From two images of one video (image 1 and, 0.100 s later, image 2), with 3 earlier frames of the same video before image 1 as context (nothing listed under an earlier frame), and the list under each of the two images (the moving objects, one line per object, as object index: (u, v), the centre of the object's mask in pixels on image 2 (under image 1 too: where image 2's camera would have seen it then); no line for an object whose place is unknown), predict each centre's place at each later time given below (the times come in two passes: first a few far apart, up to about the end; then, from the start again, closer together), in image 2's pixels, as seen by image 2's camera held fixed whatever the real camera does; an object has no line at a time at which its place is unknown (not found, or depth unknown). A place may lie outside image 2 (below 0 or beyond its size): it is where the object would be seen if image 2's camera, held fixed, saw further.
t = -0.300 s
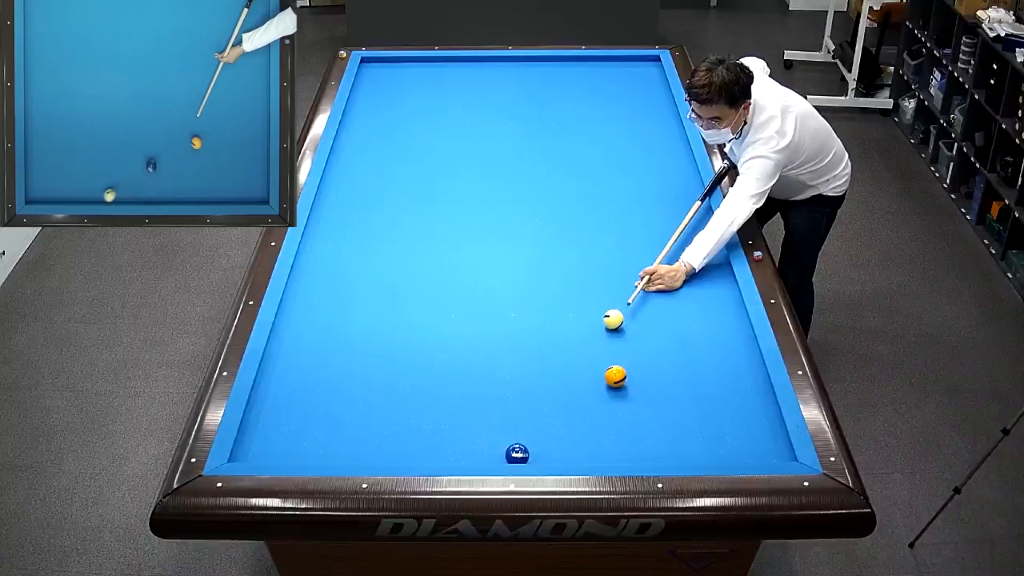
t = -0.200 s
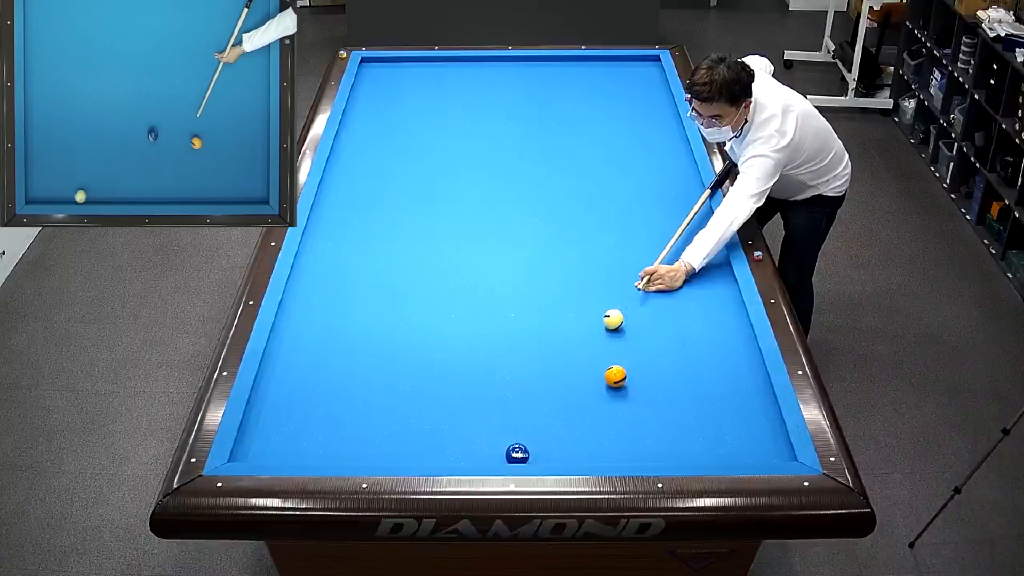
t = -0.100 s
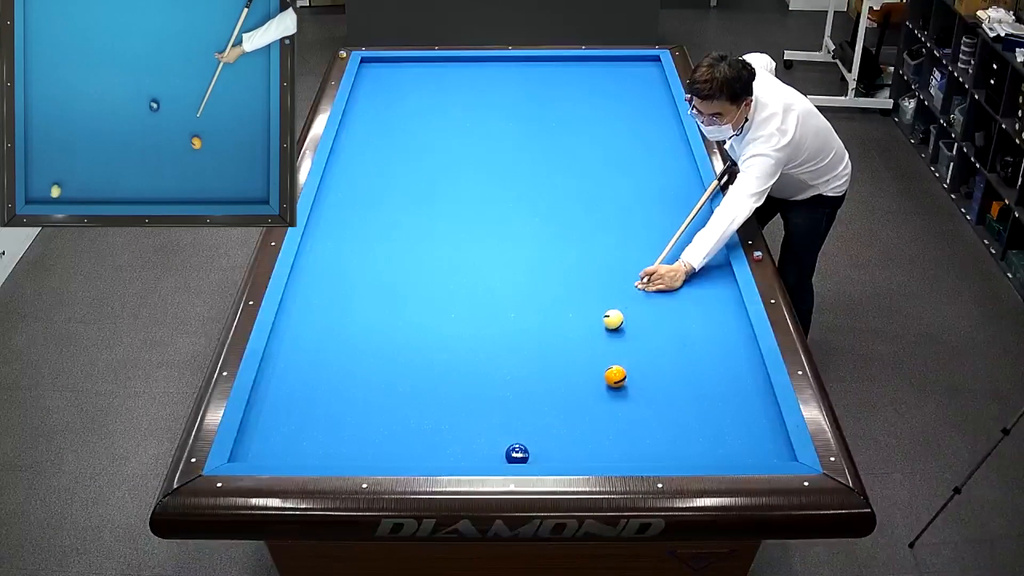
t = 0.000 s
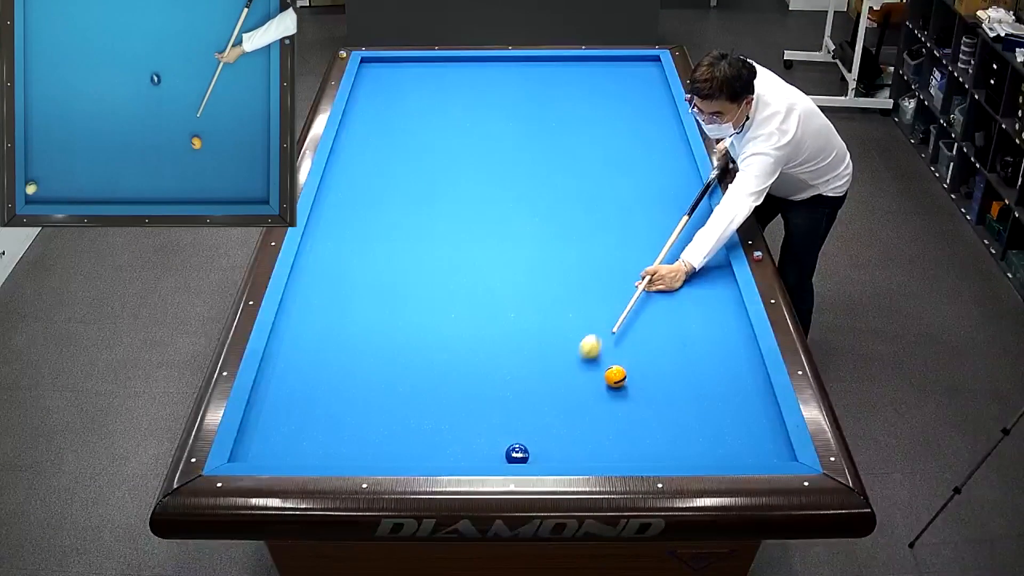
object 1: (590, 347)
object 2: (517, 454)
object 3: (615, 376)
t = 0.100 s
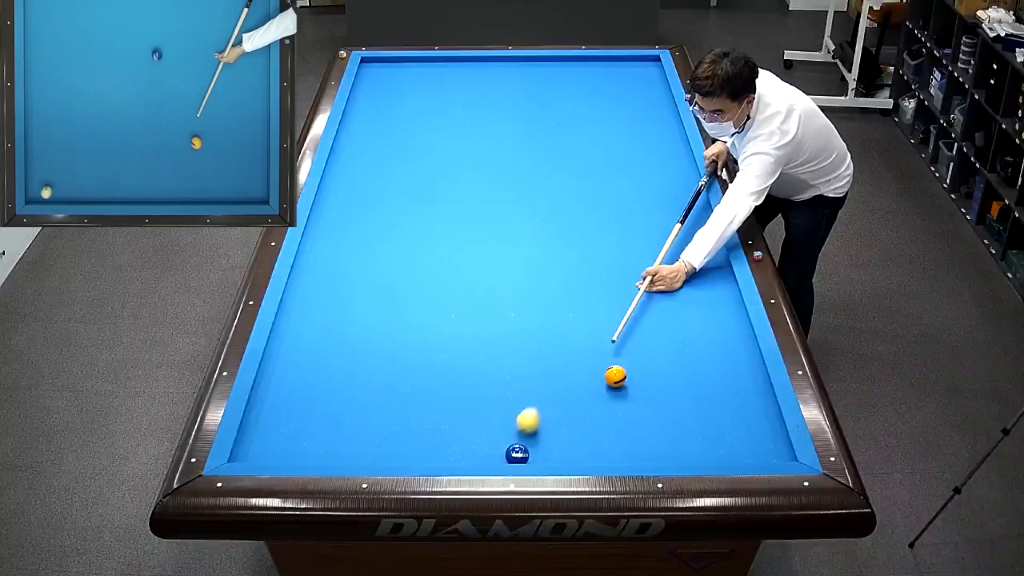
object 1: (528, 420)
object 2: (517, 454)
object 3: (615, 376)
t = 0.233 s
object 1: (428, 451)
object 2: (521, 409)
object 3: (615, 376)
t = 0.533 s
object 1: (254, 441)
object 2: (528, 305)
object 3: (615, 376)
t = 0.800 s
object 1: (334, 455)
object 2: (532, 241)
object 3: (615, 376)
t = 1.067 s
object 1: (409, 448)
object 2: (536, 189)
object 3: (615, 376)
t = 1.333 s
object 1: (481, 438)
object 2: (539, 144)
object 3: (615, 376)
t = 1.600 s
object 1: (549, 429)
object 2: (541, 107)
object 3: (615, 376)
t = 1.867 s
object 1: (615, 420)
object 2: (543, 74)
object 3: (615, 376)
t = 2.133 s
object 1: (677, 411)
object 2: (545, 69)
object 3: (615, 376)
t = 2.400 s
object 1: (738, 402)
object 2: (549, 88)
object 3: (615, 376)
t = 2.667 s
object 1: (743, 390)
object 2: (552, 106)
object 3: (615, 376)
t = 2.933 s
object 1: (708, 376)
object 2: (555, 124)
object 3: (615, 376)
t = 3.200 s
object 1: (676, 362)
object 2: (559, 145)
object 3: (615, 376)
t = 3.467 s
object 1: (645, 349)
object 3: (615, 376)
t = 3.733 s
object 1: (616, 337)
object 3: (615, 376)
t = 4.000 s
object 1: (589, 326)
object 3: (615, 376)
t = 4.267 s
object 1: (563, 315)
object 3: (615, 376)
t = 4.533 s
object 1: (539, 305)
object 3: (615, 376)
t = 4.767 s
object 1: (519, 297)
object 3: (615, 376)
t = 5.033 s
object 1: (497, 288)
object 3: (615, 376)
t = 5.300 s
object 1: (477, 280)
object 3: (615, 376)
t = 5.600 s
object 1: (455, 271)
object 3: (631, 384)
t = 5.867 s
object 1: (438, 263)
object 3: (650, 394)
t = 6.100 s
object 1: (423, 257)
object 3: (667, 403)
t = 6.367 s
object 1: (408, 250)
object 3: (685, 412)
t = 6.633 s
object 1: (393, 244)
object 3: (703, 421)
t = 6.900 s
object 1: (380, 238)
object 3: (720, 429)
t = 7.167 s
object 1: (367, 233)
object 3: (736, 437)
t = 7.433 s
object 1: (355, 229)
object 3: (751, 444)
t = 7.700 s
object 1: (344, 223)
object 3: (766, 450)
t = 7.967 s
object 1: (334, 219)
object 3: (778, 453)
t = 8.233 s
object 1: (325, 215)
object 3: (781, 451)
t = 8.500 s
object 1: (319, 212)
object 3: (776, 450)
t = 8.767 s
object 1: (324, 210)
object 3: (773, 448)
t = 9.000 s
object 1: (329, 208)
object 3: (771, 446)
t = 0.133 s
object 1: (505, 440)
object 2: (518, 456)
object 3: (615, 376)
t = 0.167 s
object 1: (478, 443)
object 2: (519, 441)
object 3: (615, 376)
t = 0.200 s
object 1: (453, 447)
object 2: (520, 425)
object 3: (615, 376)
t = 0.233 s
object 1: (428, 451)
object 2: (521, 409)
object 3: (615, 376)
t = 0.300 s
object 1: (380, 455)
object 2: (524, 381)
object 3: (615, 376)
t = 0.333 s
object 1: (361, 453)
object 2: (524, 368)
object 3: (615, 376)
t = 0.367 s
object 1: (343, 450)
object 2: (525, 356)
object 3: (615, 376)
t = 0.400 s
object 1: (325, 448)
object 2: (526, 345)
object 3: (615, 376)
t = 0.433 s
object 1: (306, 445)
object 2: (526, 334)
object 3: (615, 376)
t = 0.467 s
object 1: (289, 444)
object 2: (527, 324)
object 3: (615, 376)
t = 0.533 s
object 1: (254, 441)
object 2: (528, 305)
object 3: (615, 376)
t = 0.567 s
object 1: (251, 441)
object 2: (529, 297)
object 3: (615, 376)
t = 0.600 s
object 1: (265, 444)
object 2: (529, 288)
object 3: (615, 376)
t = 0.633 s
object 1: (278, 446)
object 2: (530, 280)
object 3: (615, 376)
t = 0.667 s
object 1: (290, 449)
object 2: (530, 272)
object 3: (615, 376)
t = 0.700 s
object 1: (303, 451)
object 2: (531, 264)
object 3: (615, 376)
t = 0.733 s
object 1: (313, 453)
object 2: (531, 256)
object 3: (615, 376)
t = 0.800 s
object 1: (334, 455)
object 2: (532, 241)
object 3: (615, 376)
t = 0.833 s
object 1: (345, 454)
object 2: (532, 234)
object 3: (615, 376)
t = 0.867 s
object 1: (354, 453)
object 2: (533, 227)
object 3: (615, 376)
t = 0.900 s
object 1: (364, 453)
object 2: (533, 221)
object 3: (615, 376)
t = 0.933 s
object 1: (373, 452)
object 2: (534, 214)
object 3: (615, 376)
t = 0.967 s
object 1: (382, 451)
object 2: (534, 207)
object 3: (615, 376)
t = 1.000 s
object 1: (391, 450)
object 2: (534, 201)
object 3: (615, 376)
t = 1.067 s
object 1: (409, 448)
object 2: (536, 189)
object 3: (615, 376)
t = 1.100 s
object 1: (418, 447)
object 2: (536, 183)
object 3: (615, 376)
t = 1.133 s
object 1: (427, 445)
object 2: (536, 177)
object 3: (615, 376)
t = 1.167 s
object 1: (437, 444)
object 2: (537, 172)
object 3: (615, 376)
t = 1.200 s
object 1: (445, 443)
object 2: (537, 166)
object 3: (615, 376)
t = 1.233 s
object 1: (454, 442)
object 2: (537, 160)
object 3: (615, 376)
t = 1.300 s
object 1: (472, 440)
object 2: (538, 150)
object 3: (615, 376)
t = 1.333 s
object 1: (481, 438)
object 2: (539, 144)
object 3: (615, 376)
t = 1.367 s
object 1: (489, 437)
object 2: (539, 140)
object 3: (615, 376)
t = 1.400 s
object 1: (498, 436)
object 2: (539, 135)
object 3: (615, 376)
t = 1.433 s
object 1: (507, 435)
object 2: (539, 130)
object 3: (615, 376)
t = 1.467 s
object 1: (515, 433)
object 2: (540, 125)
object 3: (615, 376)
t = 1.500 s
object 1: (524, 432)
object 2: (540, 120)
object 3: (615, 376)
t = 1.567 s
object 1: (541, 430)
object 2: (540, 112)
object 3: (615, 376)
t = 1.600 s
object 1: (549, 429)
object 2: (541, 107)
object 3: (615, 376)
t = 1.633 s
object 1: (557, 428)
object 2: (541, 103)
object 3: (615, 376)
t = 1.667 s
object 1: (566, 426)
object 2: (541, 99)
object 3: (615, 376)
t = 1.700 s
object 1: (574, 425)
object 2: (542, 94)
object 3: (615, 376)
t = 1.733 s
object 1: (582, 424)
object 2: (542, 90)
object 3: (615, 376)
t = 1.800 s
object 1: (598, 422)
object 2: (542, 82)
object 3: (615, 376)
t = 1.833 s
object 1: (607, 421)
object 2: (543, 79)
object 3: (615, 376)
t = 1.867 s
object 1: (615, 420)
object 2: (543, 74)
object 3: (615, 376)
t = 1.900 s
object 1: (623, 419)
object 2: (543, 71)
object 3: (615, 376)
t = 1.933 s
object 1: (631, 417)
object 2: (544, 67)
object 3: (615, 376)
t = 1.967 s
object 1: (638, 416)
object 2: (544, 63)
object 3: (615, 376)
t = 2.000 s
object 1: (646, 415)
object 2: (544, 60)
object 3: (615, 376)
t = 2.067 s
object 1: (662, 413)
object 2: (545, 63)
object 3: (615, 376)
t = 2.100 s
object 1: (670, 412)
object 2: (545, 66)
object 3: (615, 376)
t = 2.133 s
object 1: (677, 411)
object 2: (545, 69)
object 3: (615, 376)
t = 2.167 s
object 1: (685, 410)
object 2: (546, 72)
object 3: (615, 376)
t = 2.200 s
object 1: (693, 409)
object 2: (546, 74)
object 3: (615, 376)
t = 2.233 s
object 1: (700, 407)
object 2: (547, 77)
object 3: (615, 376)
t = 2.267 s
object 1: (708, 406)
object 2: (547, 79)
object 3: (615, 376)
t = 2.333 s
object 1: (723, 404)
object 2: (548, 83)
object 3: (615, 376)
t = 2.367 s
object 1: (730, 403)
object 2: (548, 85)
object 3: (615, 376)
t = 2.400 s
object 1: (738, 402)
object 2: (549, 88)
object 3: (615, 376)
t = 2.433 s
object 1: (745, 401)
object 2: (549, 90)
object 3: (615, 376)
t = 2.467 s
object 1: (752, 400)
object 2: (549, 92)
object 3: (615, 376)
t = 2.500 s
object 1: (759, 399)
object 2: (550, 94)
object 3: (615, 376)
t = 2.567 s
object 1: (759, 396)
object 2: (551, 99)
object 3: (615, 376)
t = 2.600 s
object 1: (753, 394)
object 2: (551, 101)
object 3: (615, 376)
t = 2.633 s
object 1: (748, 392)
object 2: (551, 103)
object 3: (615, 376)
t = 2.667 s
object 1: (743, 390)
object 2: (552, 106)
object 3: (615, 376)
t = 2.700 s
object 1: (739, 388)
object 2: (552, 108)
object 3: (615, 376)
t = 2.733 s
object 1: (734, 386)
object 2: (553, 110)
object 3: (615, 376)
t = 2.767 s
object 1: (730, 384)
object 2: (553, 113)
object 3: (615, 376)
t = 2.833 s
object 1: (721, 381)
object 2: (554, 117)
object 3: (615, 376)
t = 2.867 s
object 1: (716, 380)
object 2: (554, 120)
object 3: (615, 376)
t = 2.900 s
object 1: (712, 378)
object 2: (555, 122)
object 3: (615, 376)
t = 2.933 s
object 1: (708, 376)
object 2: (555, 124)
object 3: (615, 376)
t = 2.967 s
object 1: (704, 374)
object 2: (556, 127)
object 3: (615, 376)
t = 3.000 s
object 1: (700, 372)
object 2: (556, 129)
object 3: (615, 376)
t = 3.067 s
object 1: (692, 368)
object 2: (557, 135)
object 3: (615, 376)
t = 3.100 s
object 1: (688, 367)
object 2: (557, 137)
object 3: (615, 376)
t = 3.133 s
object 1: (684, 365)
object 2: (558, 139)
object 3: (615, 376)
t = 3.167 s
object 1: (680, 364)
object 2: (558, 142)
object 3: (615, 376)
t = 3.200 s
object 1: (676, 362)
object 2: (559, 145)
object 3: (615, 376)
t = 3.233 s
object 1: (671, 361)
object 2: (559, 147)
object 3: (615, 376)
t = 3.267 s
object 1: (667, 359)
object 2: (560, 150)
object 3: (615, 376)
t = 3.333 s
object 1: (660, 356)
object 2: (561, 155)
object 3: (615, 376)
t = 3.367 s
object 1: (656, 354)
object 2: (561, 158)
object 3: (615, 376)
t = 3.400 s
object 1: (652, 352)
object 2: (562, 160)
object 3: (615, 376)
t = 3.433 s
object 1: (648, 351)
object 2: (562, 163)
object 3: (615, 376)
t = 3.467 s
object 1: (645, 349)
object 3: (615, 376)
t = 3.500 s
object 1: (641, 347)
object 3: (615, 376)
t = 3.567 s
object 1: (634, 344)
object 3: (615, 376)
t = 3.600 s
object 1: (630, 343)
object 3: (615, 376)
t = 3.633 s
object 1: (626, 342)
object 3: (615, 376)
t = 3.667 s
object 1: (622, 340)
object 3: (615, 376)
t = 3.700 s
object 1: (619, 339)
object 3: (615, 376)
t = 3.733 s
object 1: (616, 337)
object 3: (615, 376)
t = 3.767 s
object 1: (612, 335)
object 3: (615, 376)
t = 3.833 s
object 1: (605, 333)
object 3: (615, 376)
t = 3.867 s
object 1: (602, 331)
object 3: (615, 376)
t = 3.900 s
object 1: (598, 330)
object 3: (615, 376)
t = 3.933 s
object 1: (595, 329)
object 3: (615, 376)
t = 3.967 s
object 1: (592, 327)
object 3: (615, 376)
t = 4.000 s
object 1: (589, 326)
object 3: (615, 376)
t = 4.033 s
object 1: (585, 324)
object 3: (615, 376)
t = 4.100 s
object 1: (578, 322)
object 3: (615, 376)
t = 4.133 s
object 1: (575, 321)
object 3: (615, 376)
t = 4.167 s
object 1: (572, 319)
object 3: (615, 376)
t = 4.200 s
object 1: (569, 318)
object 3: (615, 376)
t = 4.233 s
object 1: (566, 317)
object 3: (615, 376)
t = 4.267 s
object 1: (563, 315)
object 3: (615, 376)
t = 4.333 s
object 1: (557, 312)
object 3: (615, 376)
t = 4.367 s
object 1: (553, 311)
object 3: (615, 376)
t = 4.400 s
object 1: (550, 310)
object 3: (615, 376)
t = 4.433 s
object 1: (548, 309)
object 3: (615, 376)
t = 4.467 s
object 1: (545, 307)
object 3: (615, 376)
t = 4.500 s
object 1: (542, 306)
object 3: (615, 376)
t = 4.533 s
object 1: (539, 305)
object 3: (615, 376)
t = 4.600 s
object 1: (533, 303)
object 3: (615, 376)
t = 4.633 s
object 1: (530, 302)
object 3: (615, 376)
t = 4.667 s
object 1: (527, 300)
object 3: (615, 376)
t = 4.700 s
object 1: (524, 299)
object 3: (615, 376)
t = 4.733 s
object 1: (521, 298)
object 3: (615, 376)
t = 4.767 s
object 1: (519, 297)
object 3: (615, 376)
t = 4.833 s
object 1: (513, 295)
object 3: (615, 376)
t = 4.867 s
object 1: (511, 293)
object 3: (615, 376)
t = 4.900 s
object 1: (508, 292)
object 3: (615, 376)
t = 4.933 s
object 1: (505, 291)
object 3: (615, 376)
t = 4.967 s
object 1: (502, 290)
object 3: (615, 376)
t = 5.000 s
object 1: (500, 289)
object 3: (615, 376)
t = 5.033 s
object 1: (497, 288)
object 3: (615, 376)
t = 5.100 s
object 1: (492, 286)
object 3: (615, 376)
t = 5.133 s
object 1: (489, 285)
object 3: (615, 376)
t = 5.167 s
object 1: (487, 284)
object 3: (615, 376)
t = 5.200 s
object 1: (484, 283)
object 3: (615, 376)
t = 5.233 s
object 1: (482, 281)
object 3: (615, 376)
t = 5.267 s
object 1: (479, 281)
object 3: (615, 376)
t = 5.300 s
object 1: (477, 280)
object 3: (615, 376)
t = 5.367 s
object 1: (472, 277)
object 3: (615, 376)
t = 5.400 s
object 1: (470, 277)
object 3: (615, 376)
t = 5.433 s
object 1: (467, 275)
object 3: (617, 377)
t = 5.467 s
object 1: (465, 274)
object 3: (621, 379)
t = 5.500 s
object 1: (463, 273)
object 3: (623, 380)
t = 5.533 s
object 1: (460, 272)
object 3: (626, 382)
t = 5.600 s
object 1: (455, 271)
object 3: (631, 384)
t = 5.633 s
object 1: (453, 270)
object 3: (633, 385)
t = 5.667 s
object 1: (451, 268)
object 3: (636, 387)
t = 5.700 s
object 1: (449, 267)
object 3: (638, 388)
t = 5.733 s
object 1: (447, 266)
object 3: (640, 389)
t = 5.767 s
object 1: (444, 266)
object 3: (643, 391)
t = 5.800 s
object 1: (442, 265)
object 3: (645, 392)
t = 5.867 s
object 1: (438, 263)
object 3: (650, 394)
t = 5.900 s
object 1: (436, 262)
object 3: (652, 396)
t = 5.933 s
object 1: (434, 261)
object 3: (655, 397)
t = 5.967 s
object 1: (432, 260)
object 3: (657, 398)
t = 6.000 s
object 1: (430, 259)
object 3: (660, 399)
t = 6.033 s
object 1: (427, 259)
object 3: (662, 400)
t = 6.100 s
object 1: (423, 257)
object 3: (667, 403)
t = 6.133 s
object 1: (421, 256)
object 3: (669, 404)
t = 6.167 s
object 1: (419, 255)
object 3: (671, 405)
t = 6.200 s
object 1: (417, 255)
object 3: (674, 406)
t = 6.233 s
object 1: (415, 254)
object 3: (676, 408)
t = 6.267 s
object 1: (413, 253)
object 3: (678, 409)
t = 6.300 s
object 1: (411, 252)
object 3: (681, 410)
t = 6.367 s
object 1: (408, 250)
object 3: (685, 412)
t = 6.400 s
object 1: (406, 249)
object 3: (687, 413)
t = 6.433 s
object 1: (404, 249)
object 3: (690, 414)
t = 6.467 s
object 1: (402, 248)
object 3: (692, 415)
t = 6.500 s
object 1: (400, 247)
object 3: (694, 416)
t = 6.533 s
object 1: (399, 246)
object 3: (696, 418)
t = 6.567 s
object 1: (397, 246)
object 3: (698, 419)
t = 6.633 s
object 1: (393, 244)
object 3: (703, 421)
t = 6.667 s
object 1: (392, 243)
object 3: (705, 422)
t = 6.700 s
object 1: (390, 243)
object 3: (707, 423)
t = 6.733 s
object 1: (388, 242)
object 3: (709, 424)
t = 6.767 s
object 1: (386, 241)
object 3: (711, 425)
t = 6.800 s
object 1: (384, 240)
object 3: (714, 426)
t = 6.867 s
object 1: (381, 239)
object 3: (718, 428)
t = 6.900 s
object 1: (380, 238)
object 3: (720, 429)
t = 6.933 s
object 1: (378, 238)
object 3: (722, 430)
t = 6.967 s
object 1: (376, 237)
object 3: (724, 431)
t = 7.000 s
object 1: (375, 236)
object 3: (726, 432)
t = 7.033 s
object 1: (373, 236)
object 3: (728, 433)
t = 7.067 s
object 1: (371, 235)
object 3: (730, 434)
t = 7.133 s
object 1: (368, 234)
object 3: (734, 436)
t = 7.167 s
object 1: (367, 233)
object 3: (736, 437)
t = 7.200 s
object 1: (366, 232)
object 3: (738, 438)
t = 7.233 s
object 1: (364, 232)
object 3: (740, 439)
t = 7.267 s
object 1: (363, 231)
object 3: (742, 440)
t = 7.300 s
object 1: (361, 230)
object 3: (744, 441)
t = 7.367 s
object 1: (358, 229)
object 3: (748, 442)
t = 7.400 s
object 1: (356, 229)
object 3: (749, 443)
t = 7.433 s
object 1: (355, 229)
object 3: (751, 444)
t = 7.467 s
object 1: (354, 227)
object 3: (753, 445)
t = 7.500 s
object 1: (352, 227)
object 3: (755, 446)
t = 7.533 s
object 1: (351, 226)
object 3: (757, 447)
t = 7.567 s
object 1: (350, 226)
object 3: (759, 448)
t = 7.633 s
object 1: (347, 225)
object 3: (762, 449)
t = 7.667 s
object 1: (346, 224)
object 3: (764, 450)
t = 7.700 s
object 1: (344, 223)
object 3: (766, 450)
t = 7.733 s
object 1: (343, 223)
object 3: (767, 451)
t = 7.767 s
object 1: (342, 222)
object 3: (769, 451)
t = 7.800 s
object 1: (340, 222)
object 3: (771, 452)
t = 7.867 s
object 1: (338, 221)
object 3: (774, 453)
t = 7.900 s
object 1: (337, 220)
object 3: (776, 453)
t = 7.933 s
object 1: (335, 220)
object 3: (777, 454)
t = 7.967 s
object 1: (334, 219)
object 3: (778, 453)
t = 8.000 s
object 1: (333, 219)
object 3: (779, 453)
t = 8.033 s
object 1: (332, 218)
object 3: (780, 453)
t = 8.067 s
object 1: (331, 218)
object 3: (781, 453)
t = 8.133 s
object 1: (328, 217)
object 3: (782, 452)
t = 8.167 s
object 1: (327, 216)
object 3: (782, 452)
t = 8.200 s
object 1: (326, 216)
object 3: (781, 452)
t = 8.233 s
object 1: (325, 215)
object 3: (781, 451)
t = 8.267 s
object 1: (324, 215)
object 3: (780, 451)
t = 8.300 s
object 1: (323, 214)
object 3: (779, 451)
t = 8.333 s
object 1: (322, 214)
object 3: (779, 451)
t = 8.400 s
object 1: (320, 213)
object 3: (777, 450)
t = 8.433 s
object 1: (319, 213)
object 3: (777, 450)
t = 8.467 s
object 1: (318, 212)
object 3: (776, 450)
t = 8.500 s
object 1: (319, 212)
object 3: (776, 450)
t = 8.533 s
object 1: (319, 211)
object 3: (775, 449)
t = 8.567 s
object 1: (320, 211)
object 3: (775, 449)
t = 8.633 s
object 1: (322, 211)
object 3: (774, 449)
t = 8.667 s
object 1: (323, 210)
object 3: (774, 448)
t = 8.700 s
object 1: (323, 210)
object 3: (773, 448)
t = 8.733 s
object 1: (324, 210)
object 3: (773, 448)
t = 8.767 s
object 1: (324, 210)
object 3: (773, 448)
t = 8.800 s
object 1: (325, 209)
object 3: (772, 447)
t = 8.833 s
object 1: (326, 209)
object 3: (772, 447)
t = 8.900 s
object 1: (327, 209)
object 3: (771, 447)
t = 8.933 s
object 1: (328, 208)
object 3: (771, 447)
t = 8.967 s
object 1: (328, 208)
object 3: (771, 446)
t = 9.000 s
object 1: (329, 208)
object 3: (771, 446)
